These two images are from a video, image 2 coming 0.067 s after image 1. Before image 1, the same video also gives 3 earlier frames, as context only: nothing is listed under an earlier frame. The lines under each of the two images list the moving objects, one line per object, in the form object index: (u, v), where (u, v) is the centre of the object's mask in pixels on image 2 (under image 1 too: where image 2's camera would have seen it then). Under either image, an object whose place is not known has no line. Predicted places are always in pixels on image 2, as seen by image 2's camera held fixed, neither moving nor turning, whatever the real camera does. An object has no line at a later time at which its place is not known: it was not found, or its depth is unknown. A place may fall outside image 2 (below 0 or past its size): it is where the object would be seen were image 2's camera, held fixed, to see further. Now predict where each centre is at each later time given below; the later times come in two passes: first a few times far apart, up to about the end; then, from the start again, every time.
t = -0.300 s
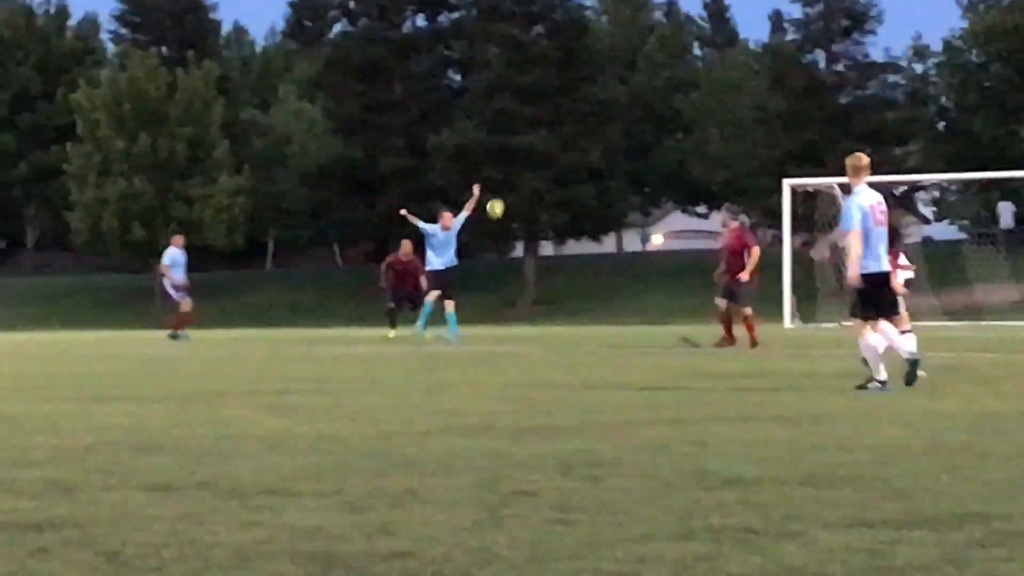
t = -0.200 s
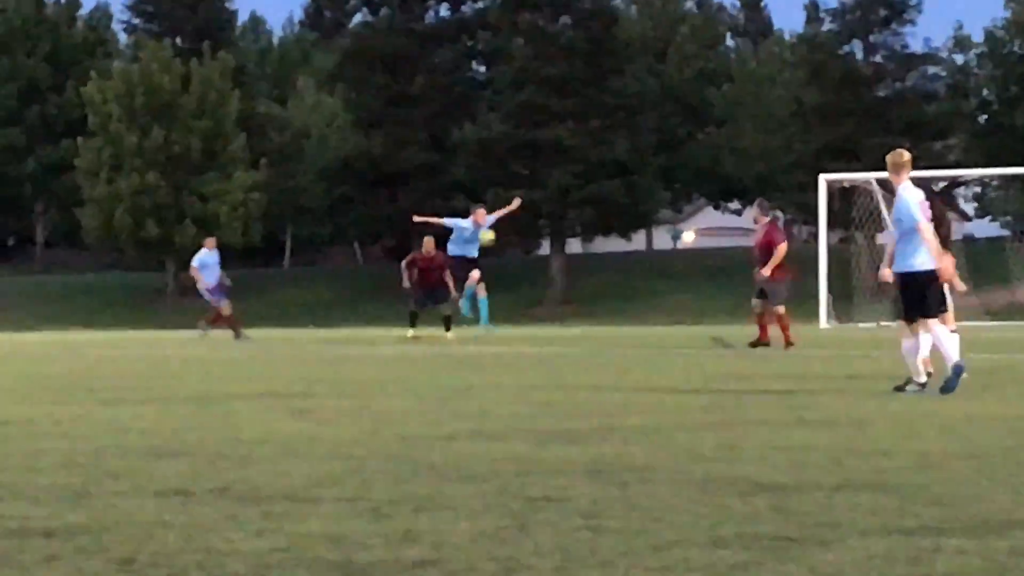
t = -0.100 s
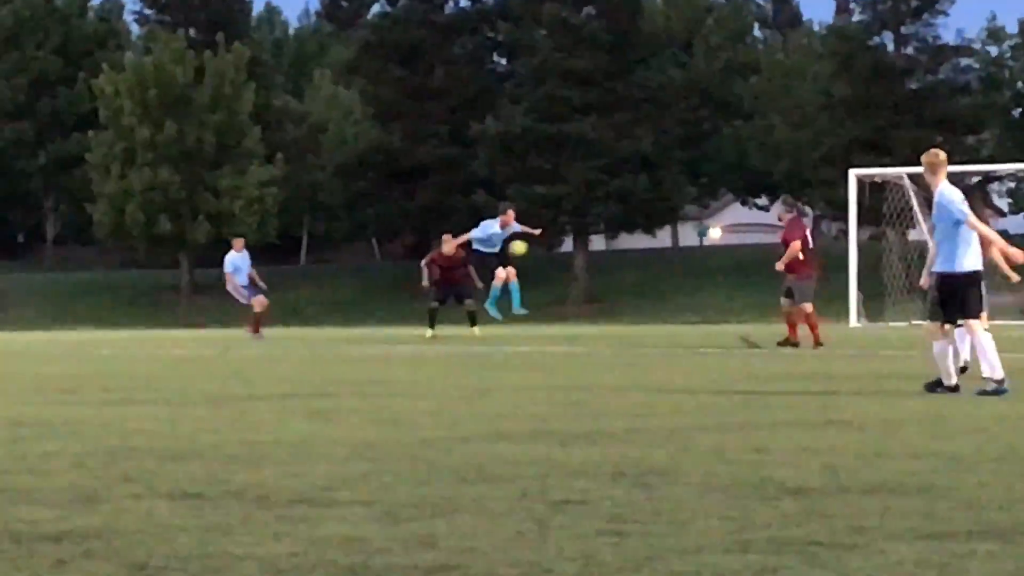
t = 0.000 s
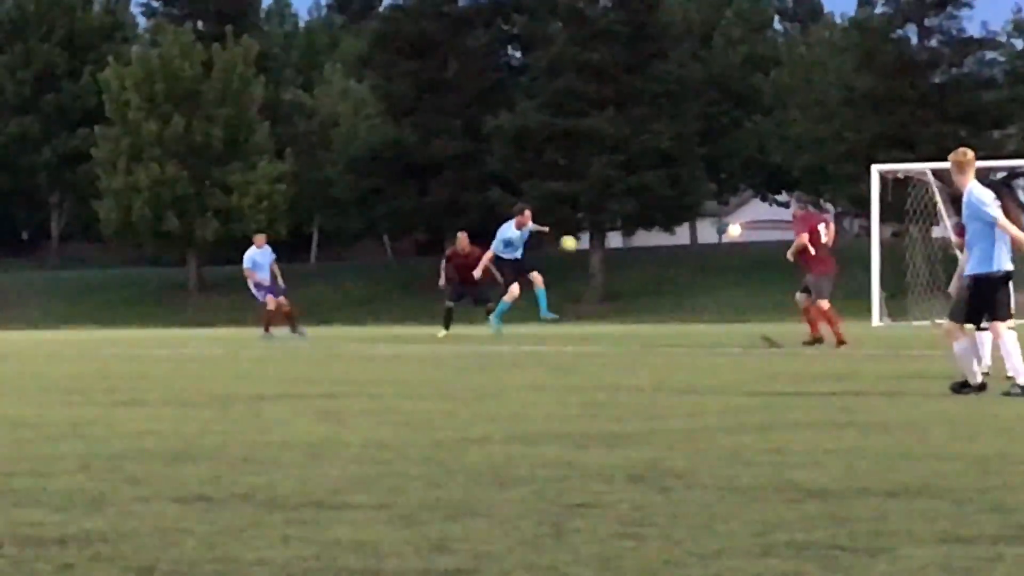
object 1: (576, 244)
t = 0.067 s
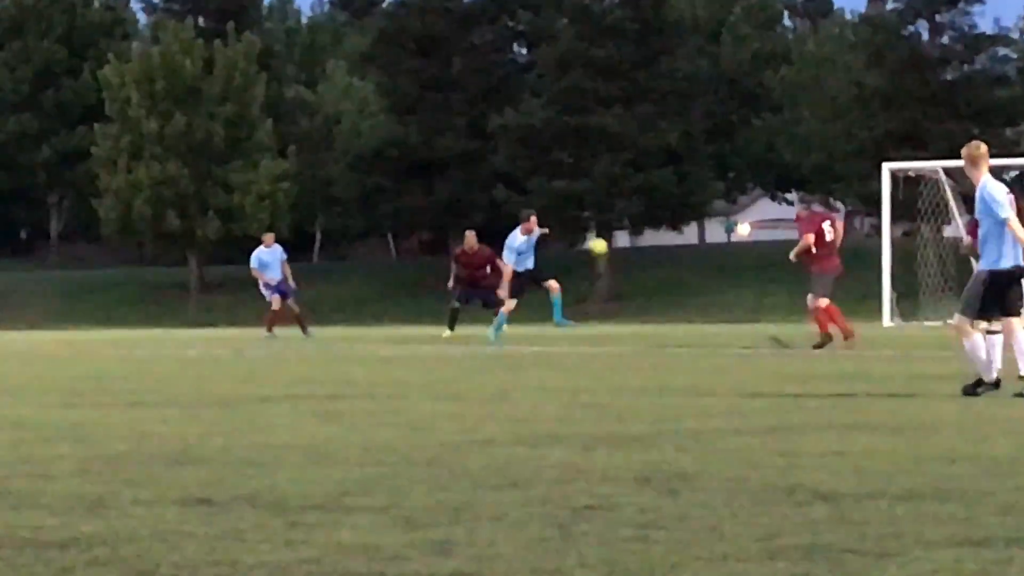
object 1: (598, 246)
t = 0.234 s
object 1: (656, 269)
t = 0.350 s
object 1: (695, 300)
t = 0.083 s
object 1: (606, 246)
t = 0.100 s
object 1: (611, 247)
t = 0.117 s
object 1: (616, 249)
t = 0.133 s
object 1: (623, 252)
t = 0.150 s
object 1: (628, 252)
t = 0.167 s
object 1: (634, 257)
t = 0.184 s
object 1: (640, 260)
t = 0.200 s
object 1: (644, 263)
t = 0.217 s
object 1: (650, 266)
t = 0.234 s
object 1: (656, 269)
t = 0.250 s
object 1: (662, 274)
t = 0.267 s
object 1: (666, 278)
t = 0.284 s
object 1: (672, 282)
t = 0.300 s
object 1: (679, 285)
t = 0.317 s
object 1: (684, 290)
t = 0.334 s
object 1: (690, 295)
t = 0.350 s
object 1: (695, 300)
